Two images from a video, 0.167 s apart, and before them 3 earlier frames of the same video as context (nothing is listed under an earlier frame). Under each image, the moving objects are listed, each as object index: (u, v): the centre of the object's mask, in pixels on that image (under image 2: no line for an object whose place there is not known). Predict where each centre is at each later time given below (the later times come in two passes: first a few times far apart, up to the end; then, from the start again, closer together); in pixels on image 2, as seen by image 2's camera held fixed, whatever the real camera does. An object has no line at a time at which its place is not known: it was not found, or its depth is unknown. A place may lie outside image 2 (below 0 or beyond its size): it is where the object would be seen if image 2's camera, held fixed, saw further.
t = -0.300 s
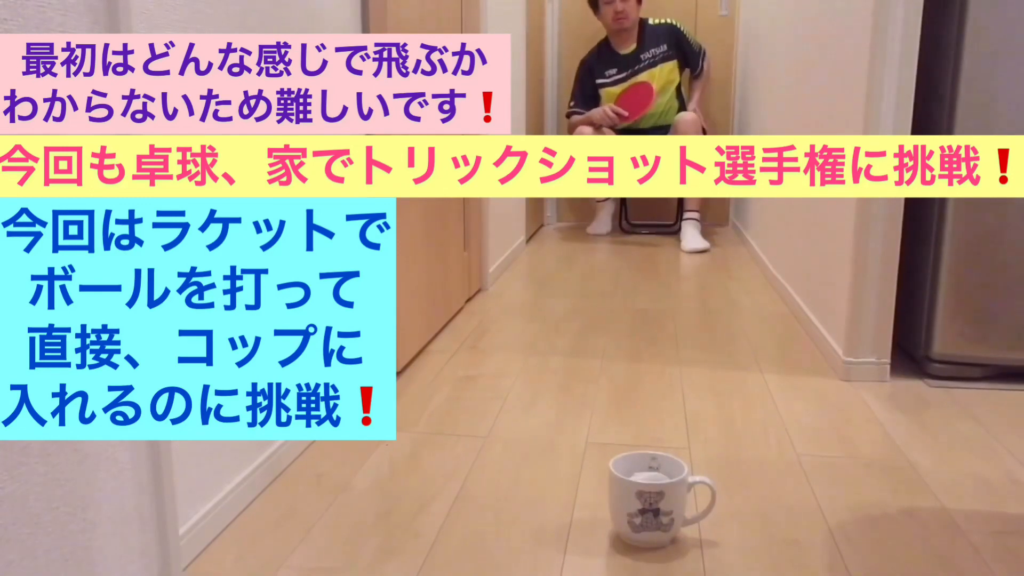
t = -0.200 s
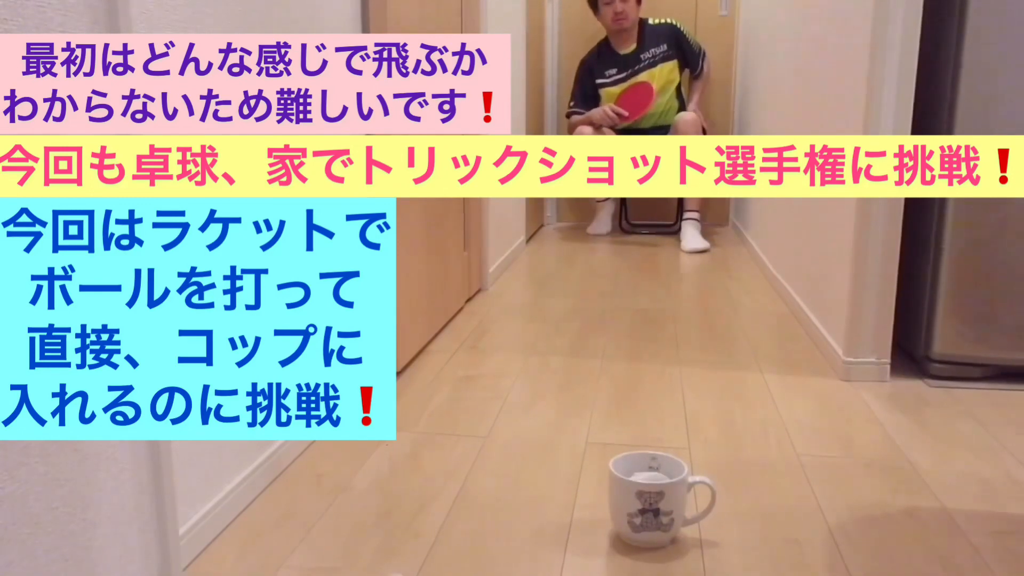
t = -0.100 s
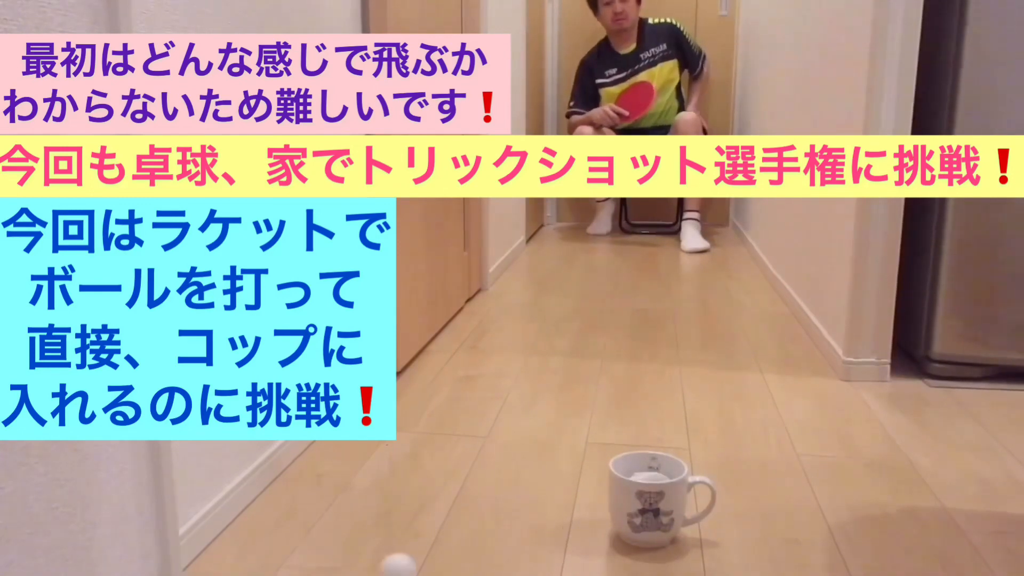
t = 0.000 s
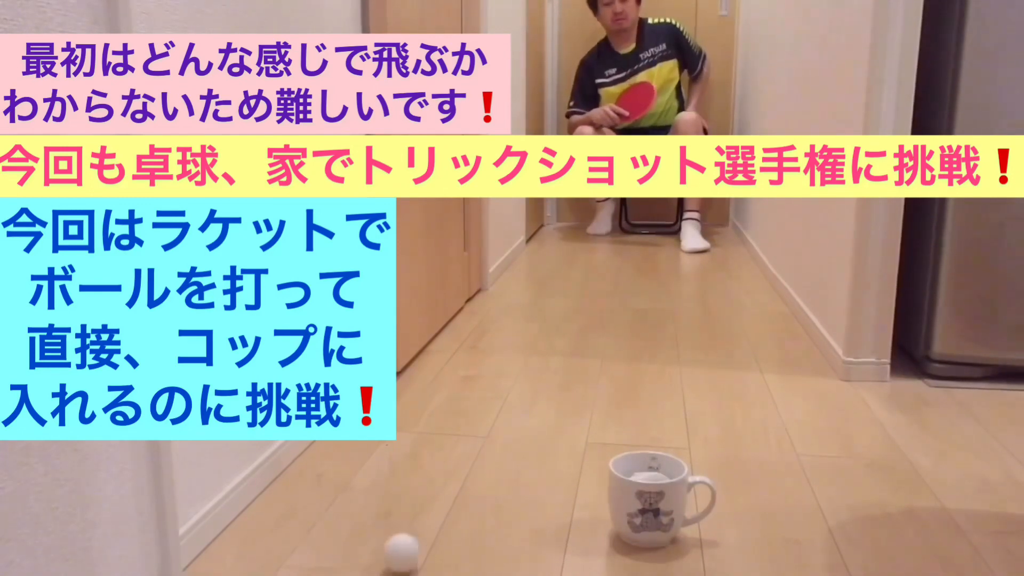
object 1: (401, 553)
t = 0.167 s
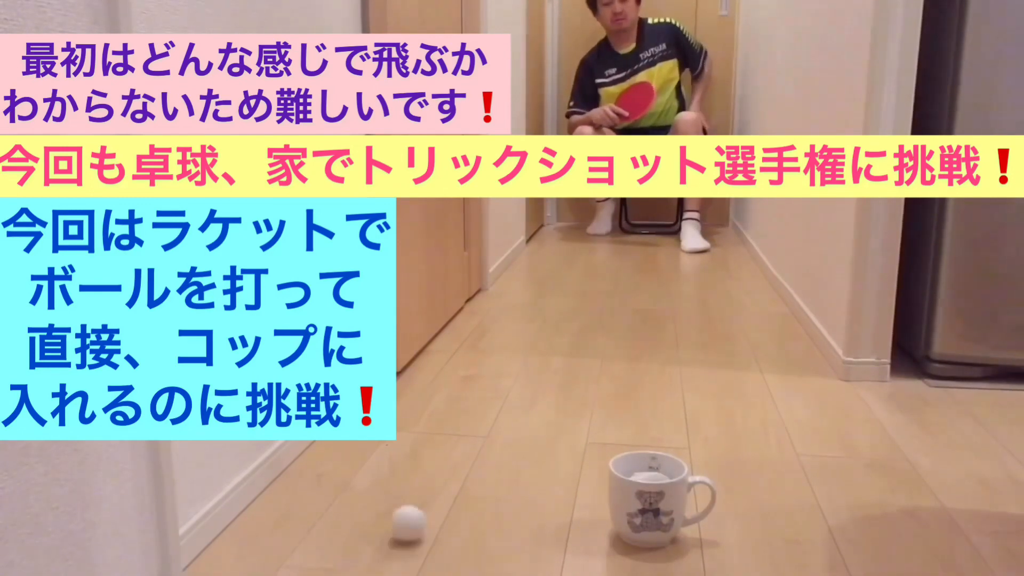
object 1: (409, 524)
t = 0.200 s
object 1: (410, 518)
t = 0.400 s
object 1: (418, 490)
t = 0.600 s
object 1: (427, 465)
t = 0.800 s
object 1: (437, 444)
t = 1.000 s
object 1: (445, 425)
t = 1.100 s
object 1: (451, 417)
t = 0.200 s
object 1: (410, 518)
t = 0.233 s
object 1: (411, 514)
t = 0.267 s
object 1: (413, 508)
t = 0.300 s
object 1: (414, 503)
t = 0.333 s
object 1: (415, 499)
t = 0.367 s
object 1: (417, 494)
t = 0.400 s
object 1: (418, 490)
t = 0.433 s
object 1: (419, 485)
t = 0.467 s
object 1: (421, 481)
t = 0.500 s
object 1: (424, 472)
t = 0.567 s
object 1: (425, 469)
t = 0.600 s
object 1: (427, 465)
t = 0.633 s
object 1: (428, 461)
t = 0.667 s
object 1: (430, 457)
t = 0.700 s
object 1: (431, 454)
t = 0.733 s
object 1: (432, 451)
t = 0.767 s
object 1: (434, 447)
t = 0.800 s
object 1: (437, 444)
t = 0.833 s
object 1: (438, 441)
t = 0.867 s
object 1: (439, 438)
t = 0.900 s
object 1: (441, 434)
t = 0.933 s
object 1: (442, 431)
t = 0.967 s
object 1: (443, 428)
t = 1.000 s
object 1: (445, 425)
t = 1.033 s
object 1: (448, 423)
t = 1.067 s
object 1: (449, 420)
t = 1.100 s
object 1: (451, 417)
